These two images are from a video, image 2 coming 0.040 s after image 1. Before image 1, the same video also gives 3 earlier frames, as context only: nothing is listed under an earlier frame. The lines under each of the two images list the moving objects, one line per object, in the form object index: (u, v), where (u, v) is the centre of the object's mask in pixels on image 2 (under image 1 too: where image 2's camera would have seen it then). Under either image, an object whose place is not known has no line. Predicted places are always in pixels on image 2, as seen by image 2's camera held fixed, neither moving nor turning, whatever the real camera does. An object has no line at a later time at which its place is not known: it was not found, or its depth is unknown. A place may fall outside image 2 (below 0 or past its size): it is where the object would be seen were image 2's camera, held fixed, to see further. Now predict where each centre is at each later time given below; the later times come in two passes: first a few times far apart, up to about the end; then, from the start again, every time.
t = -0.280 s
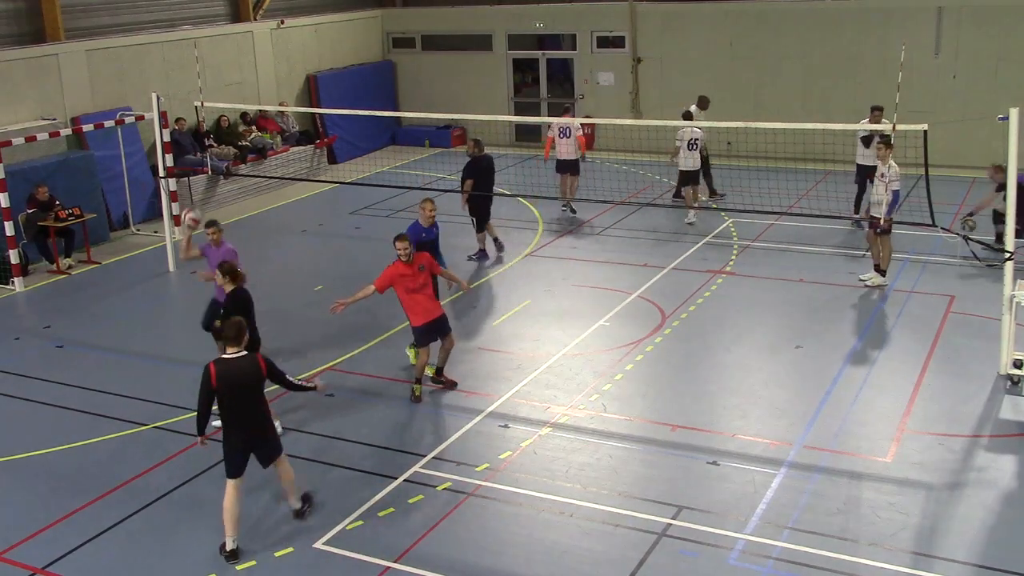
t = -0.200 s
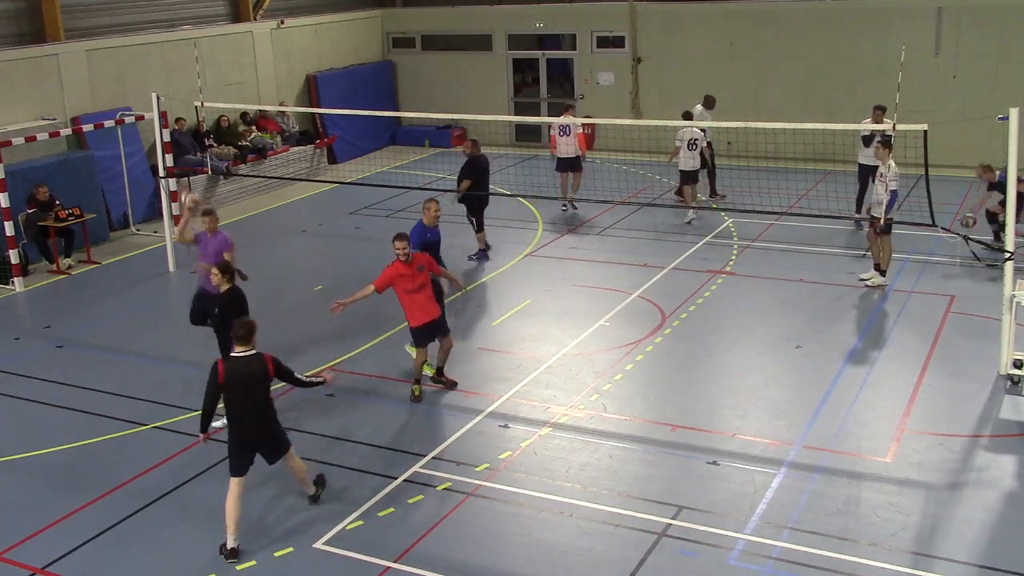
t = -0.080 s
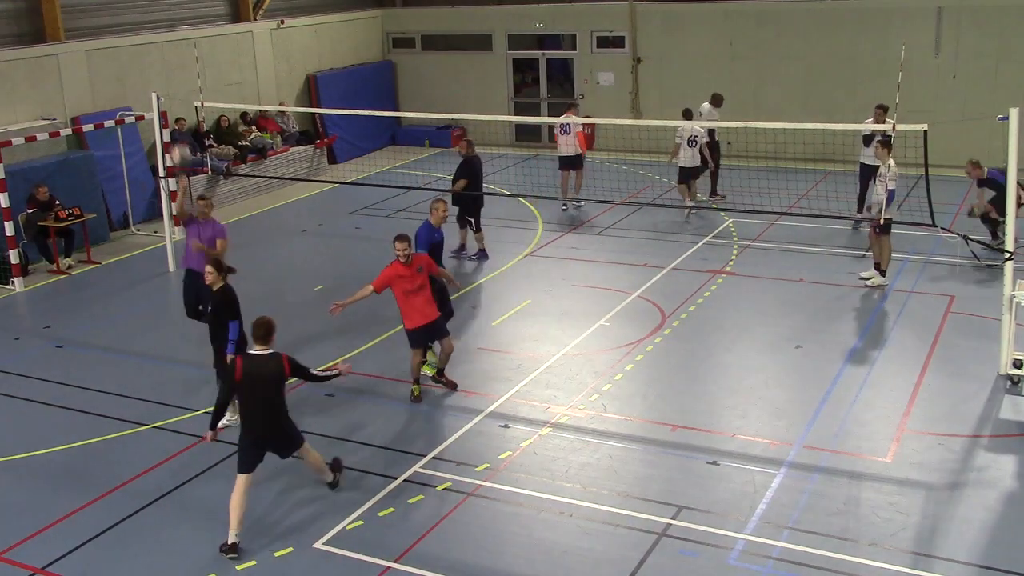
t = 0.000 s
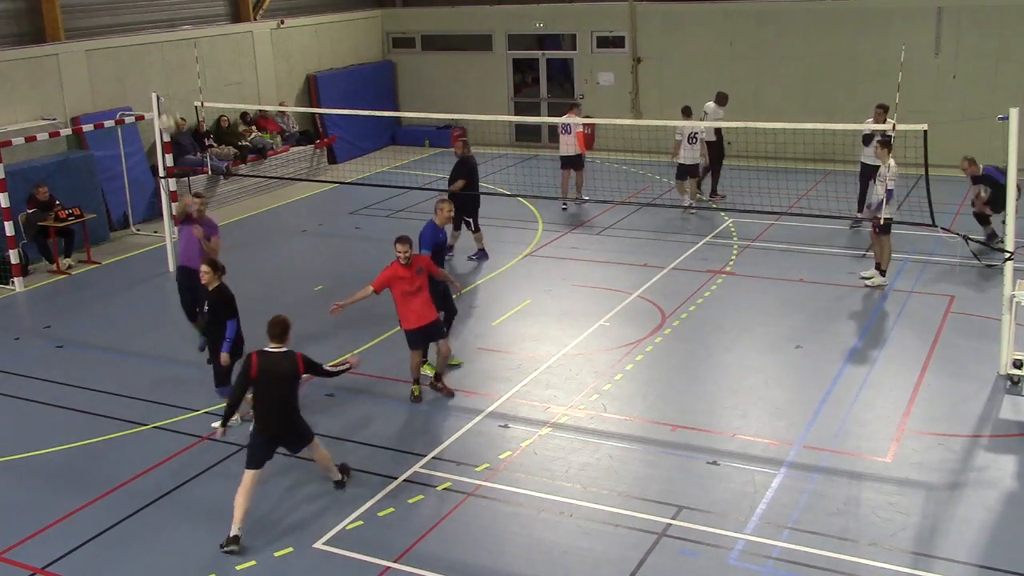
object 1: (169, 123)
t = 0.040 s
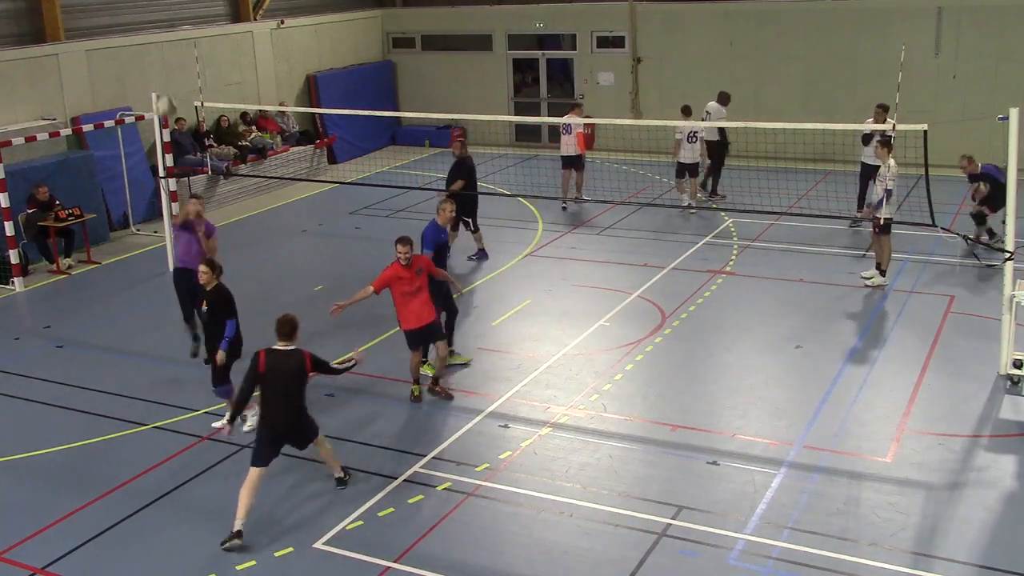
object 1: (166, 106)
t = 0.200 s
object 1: (144, 58)
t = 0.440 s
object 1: (117, 21)
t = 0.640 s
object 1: (96, 53)
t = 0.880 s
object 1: (83, 215)
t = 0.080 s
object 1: (160, 92)
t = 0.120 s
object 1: (154, 80)
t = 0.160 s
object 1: (150, 66)
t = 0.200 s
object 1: (144, 58)
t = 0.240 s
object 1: (139, 47)
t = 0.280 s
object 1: (134, 38)
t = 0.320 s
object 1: (130, 30)
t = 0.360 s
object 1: (125, 26)
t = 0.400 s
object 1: (122, 22)
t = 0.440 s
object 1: (117, 21)
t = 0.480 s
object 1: (112, 22)
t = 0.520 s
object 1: (108, 25)
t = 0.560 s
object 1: (104, 31)
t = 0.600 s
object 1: (100, 40)
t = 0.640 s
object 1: (96, 53)
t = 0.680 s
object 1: (94, 70)
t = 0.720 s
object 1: (90, 88)
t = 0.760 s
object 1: (88, 113)
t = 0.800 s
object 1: (85, 142)
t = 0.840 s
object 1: (84, 176)
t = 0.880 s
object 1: (83, 215)
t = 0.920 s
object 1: (82, 262)
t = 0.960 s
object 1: (82, 316)
